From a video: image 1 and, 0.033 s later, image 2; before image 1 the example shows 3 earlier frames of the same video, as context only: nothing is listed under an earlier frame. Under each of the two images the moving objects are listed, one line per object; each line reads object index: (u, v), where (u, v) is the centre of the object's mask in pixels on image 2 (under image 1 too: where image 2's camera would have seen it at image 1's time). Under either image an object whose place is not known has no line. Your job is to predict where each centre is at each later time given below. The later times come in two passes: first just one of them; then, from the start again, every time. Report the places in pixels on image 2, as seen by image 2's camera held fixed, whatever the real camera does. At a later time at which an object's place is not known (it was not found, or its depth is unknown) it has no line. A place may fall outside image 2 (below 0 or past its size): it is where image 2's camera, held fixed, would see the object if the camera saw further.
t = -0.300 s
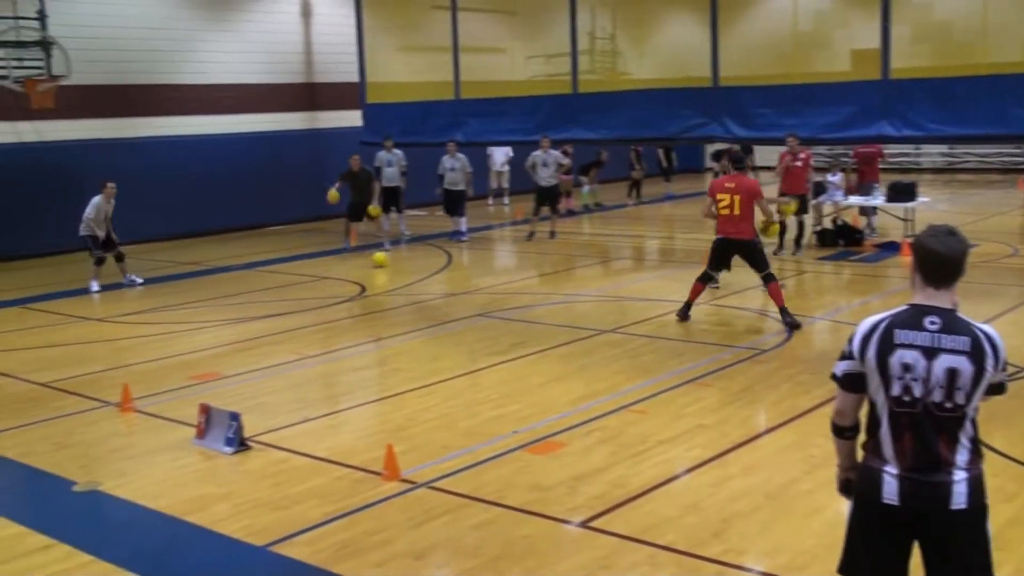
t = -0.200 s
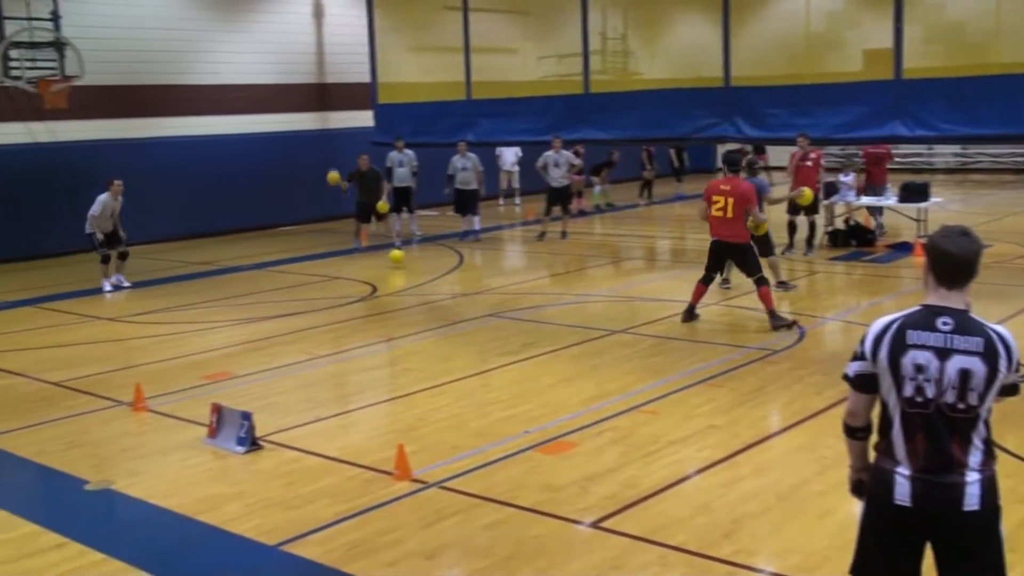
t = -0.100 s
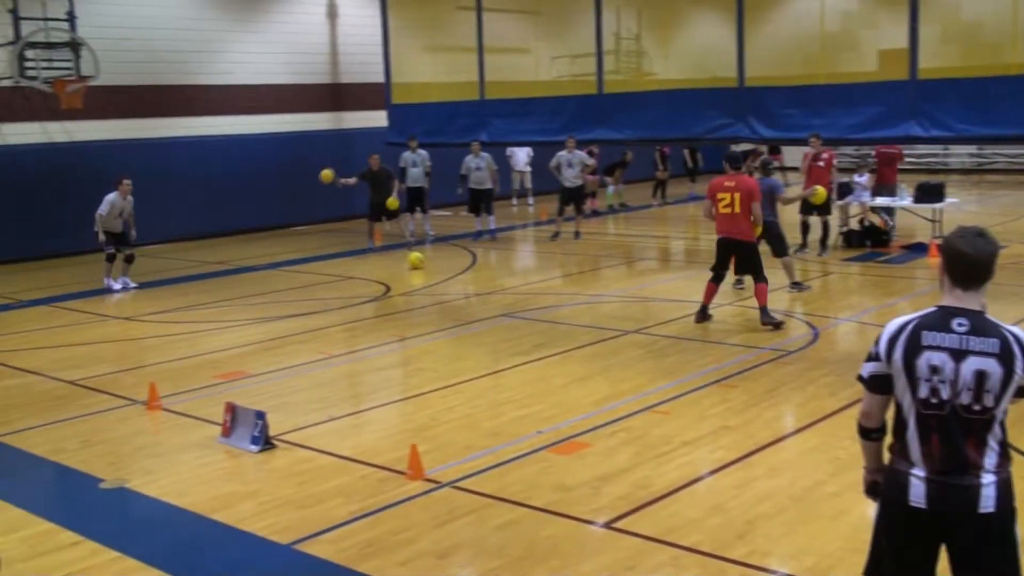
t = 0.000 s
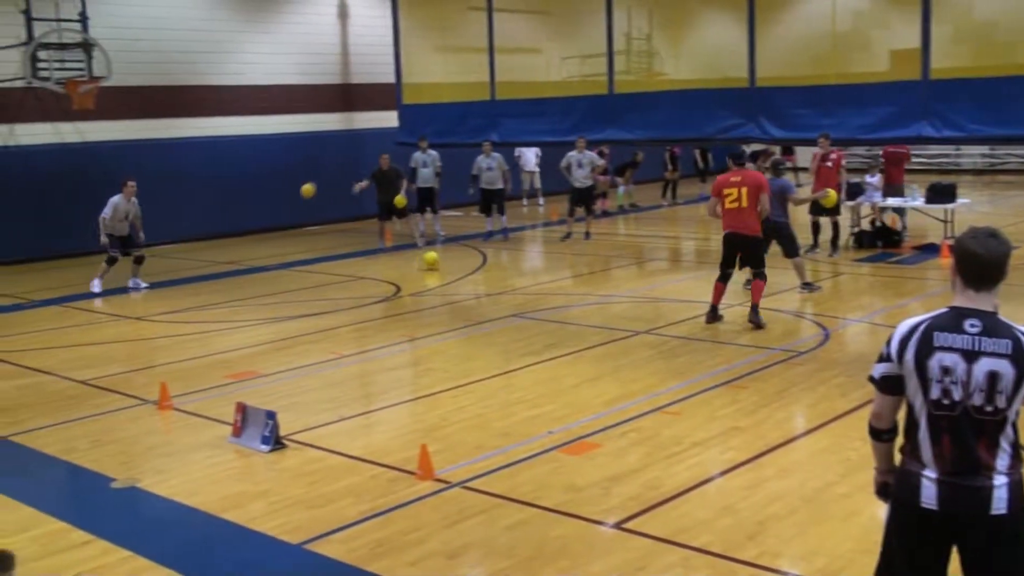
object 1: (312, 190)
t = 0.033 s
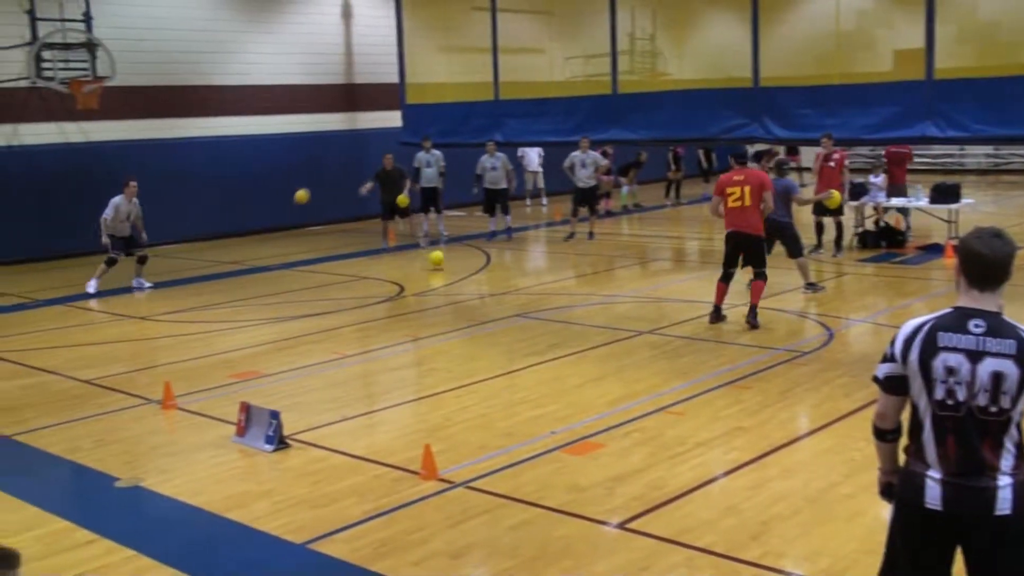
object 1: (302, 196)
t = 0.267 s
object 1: (231, 261)
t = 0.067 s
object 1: (292, 203)
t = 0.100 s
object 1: (282, 211)
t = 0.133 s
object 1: (272, 220)
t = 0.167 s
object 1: (262, 229)
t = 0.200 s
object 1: (252, 238)
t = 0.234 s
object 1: (241, 249)
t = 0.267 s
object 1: (231, 261)
